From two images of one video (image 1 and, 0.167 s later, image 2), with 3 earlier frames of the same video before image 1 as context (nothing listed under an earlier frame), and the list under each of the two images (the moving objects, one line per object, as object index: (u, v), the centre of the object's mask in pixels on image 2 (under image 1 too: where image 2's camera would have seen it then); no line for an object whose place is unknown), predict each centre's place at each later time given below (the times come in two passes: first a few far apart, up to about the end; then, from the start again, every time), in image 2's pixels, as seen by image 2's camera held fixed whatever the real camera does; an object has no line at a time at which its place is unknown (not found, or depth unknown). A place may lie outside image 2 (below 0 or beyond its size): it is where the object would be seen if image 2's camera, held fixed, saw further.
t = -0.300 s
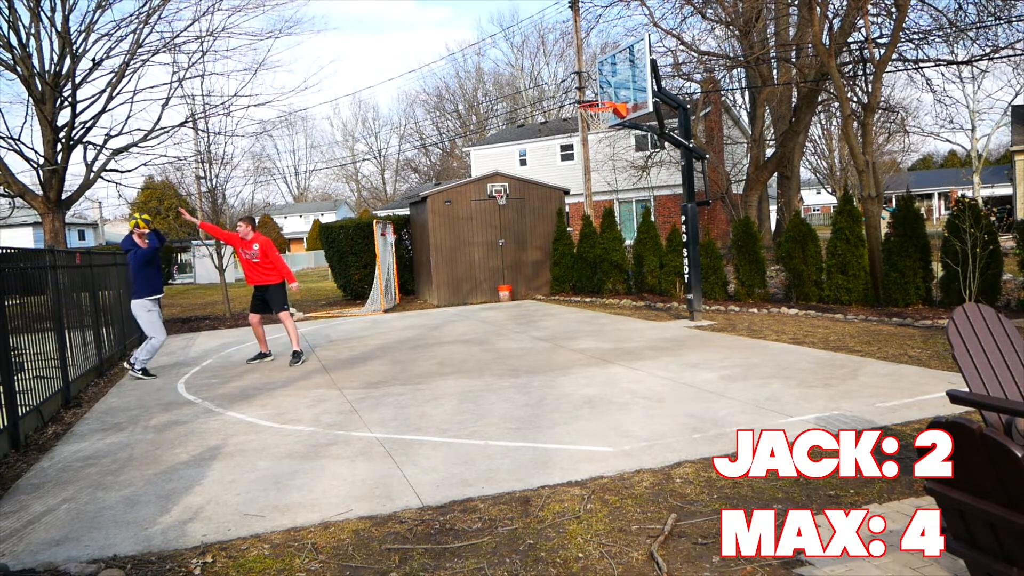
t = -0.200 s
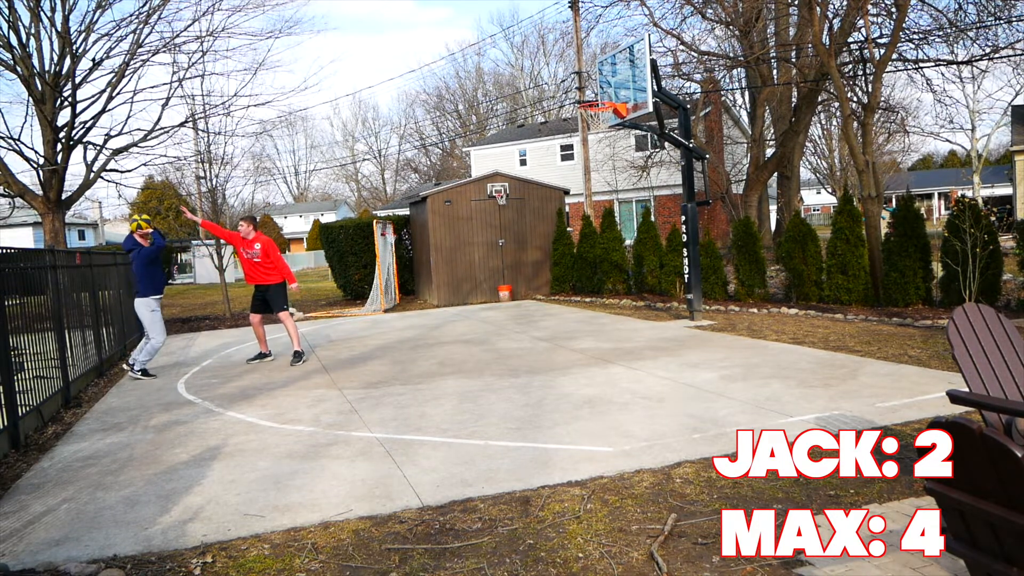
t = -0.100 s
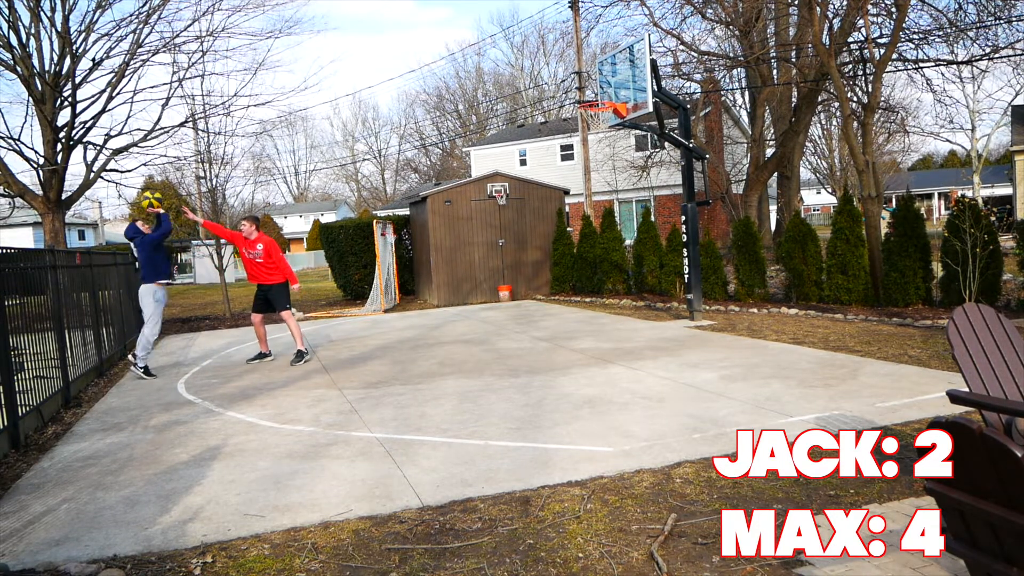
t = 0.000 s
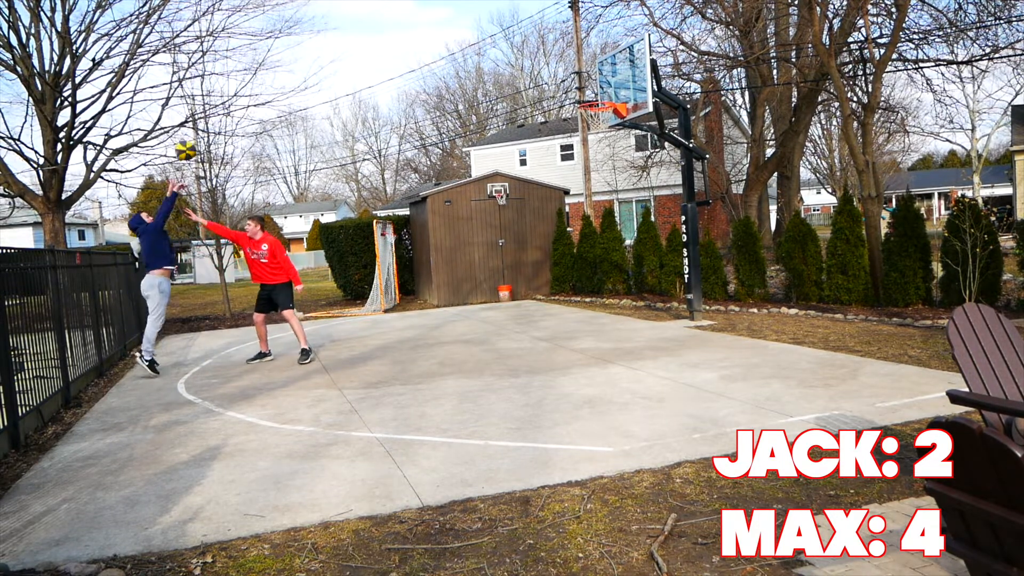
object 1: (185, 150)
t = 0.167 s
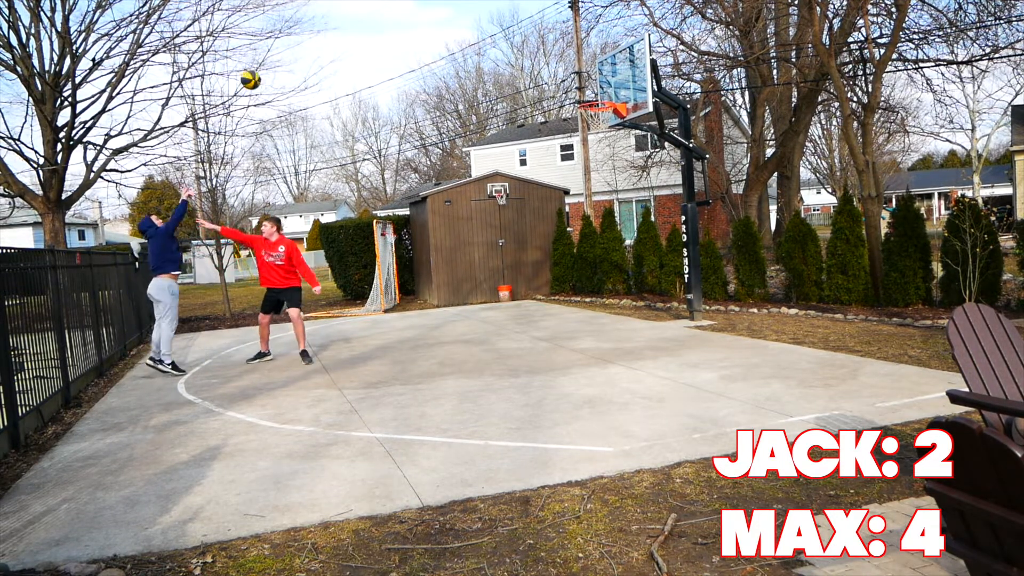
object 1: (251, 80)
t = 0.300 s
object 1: (302, 41)
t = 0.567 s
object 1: (405, 9)
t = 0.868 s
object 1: (517, 40)
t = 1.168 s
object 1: (606, 126)
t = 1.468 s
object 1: (615, 232)
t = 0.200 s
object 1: (263, 68)
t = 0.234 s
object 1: (276, 58)
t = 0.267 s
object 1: (290, 49)
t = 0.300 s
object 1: (302, 41)
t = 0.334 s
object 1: (315, 33)
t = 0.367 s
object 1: (328, 27)
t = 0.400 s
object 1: (341, 21)
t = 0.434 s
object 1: (354, 17)
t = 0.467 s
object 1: (367, 13)
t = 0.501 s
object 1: (380, 11)
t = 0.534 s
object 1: (392, 9)
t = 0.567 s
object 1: (405, 9)
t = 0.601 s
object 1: (418, 8)
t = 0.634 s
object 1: (430, 9)
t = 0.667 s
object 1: (443, 11)
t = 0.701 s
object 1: (455, 13)
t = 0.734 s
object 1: (468, 17)
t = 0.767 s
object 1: (480, 21)
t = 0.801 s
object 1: (493, 26)
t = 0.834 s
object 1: (504, 32)
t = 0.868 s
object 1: (517, 40)
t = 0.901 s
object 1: (529, 47)
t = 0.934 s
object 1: (541, 55)
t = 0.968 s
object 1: (553, 64)
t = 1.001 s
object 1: (565, 73)
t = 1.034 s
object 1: (577, 85)
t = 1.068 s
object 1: (588, 96)
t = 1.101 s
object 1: (600, 109)
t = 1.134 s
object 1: (604, 117)
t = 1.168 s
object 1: (606, 126)
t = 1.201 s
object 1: (607, 134)
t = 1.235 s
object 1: (608, 143)
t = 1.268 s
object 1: (608, 153)
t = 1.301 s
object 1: (609, 164)
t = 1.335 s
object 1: (611, 177)
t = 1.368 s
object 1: (612, 189)
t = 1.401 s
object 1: (613, 203)
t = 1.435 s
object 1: (614, 218)
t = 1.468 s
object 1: (615, 232)
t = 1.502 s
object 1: (617, 250)
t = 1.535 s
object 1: (619, 268)
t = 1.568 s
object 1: (621, 286)
